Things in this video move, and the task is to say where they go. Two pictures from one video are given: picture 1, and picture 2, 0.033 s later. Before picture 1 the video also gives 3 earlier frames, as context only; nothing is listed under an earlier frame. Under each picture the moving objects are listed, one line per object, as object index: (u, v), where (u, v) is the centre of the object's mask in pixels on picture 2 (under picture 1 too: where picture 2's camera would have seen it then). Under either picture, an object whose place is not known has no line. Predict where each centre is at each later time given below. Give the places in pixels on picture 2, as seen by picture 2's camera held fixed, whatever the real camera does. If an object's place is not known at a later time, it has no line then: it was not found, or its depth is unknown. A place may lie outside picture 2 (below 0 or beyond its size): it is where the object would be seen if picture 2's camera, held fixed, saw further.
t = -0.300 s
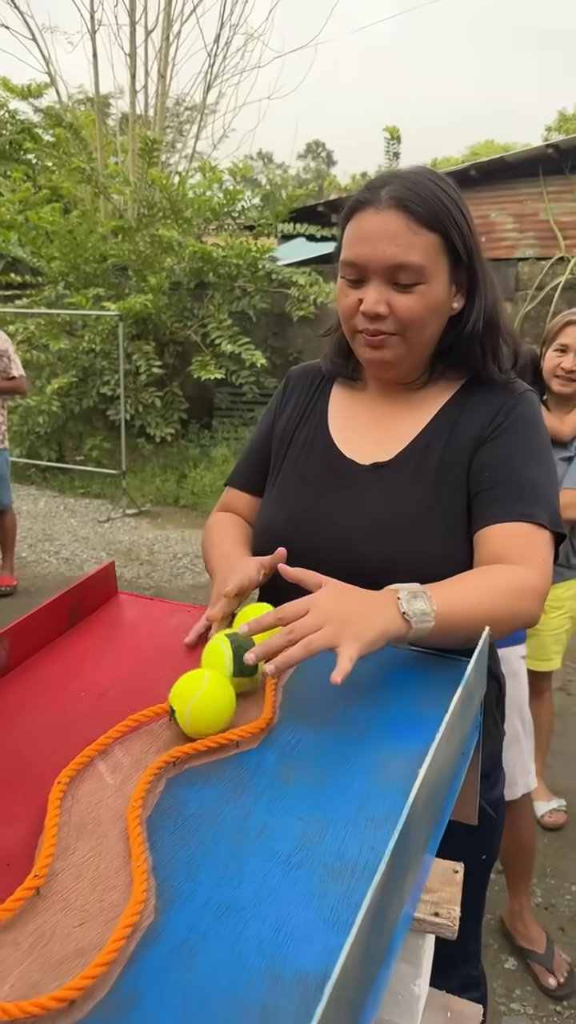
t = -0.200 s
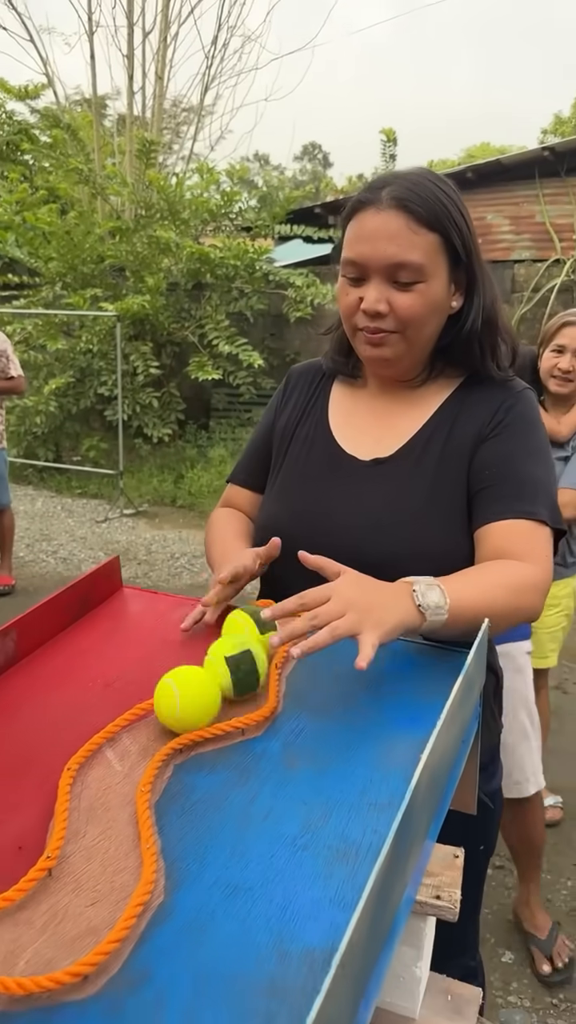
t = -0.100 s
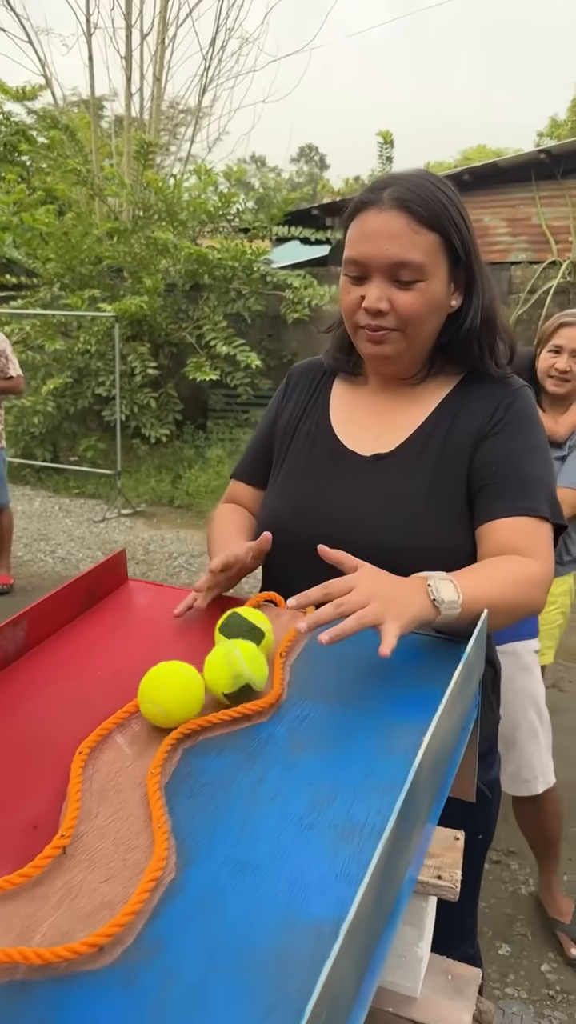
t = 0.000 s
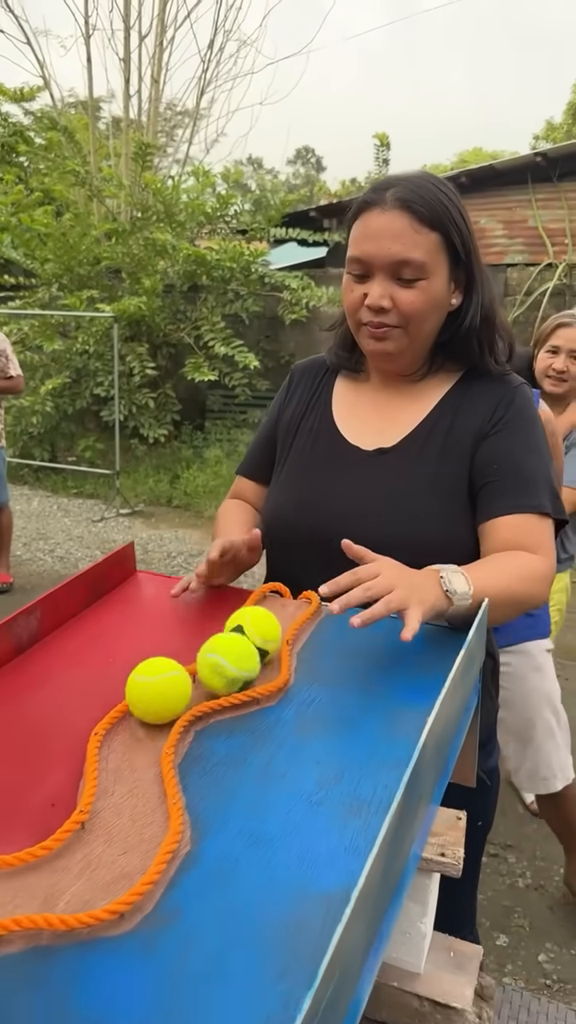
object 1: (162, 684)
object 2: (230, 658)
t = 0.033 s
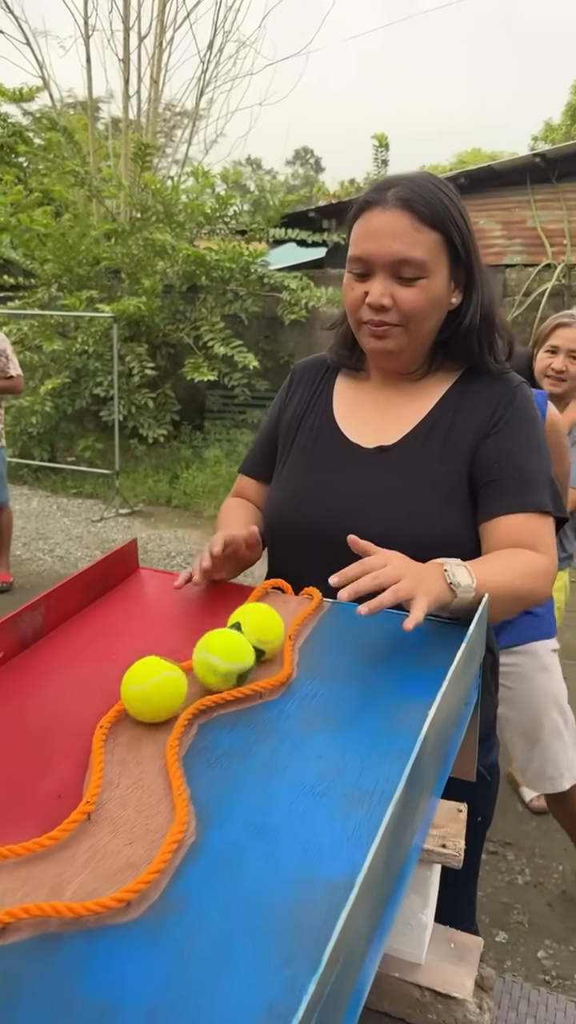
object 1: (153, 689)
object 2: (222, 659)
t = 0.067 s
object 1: (144, 695)
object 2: (215, 661)
